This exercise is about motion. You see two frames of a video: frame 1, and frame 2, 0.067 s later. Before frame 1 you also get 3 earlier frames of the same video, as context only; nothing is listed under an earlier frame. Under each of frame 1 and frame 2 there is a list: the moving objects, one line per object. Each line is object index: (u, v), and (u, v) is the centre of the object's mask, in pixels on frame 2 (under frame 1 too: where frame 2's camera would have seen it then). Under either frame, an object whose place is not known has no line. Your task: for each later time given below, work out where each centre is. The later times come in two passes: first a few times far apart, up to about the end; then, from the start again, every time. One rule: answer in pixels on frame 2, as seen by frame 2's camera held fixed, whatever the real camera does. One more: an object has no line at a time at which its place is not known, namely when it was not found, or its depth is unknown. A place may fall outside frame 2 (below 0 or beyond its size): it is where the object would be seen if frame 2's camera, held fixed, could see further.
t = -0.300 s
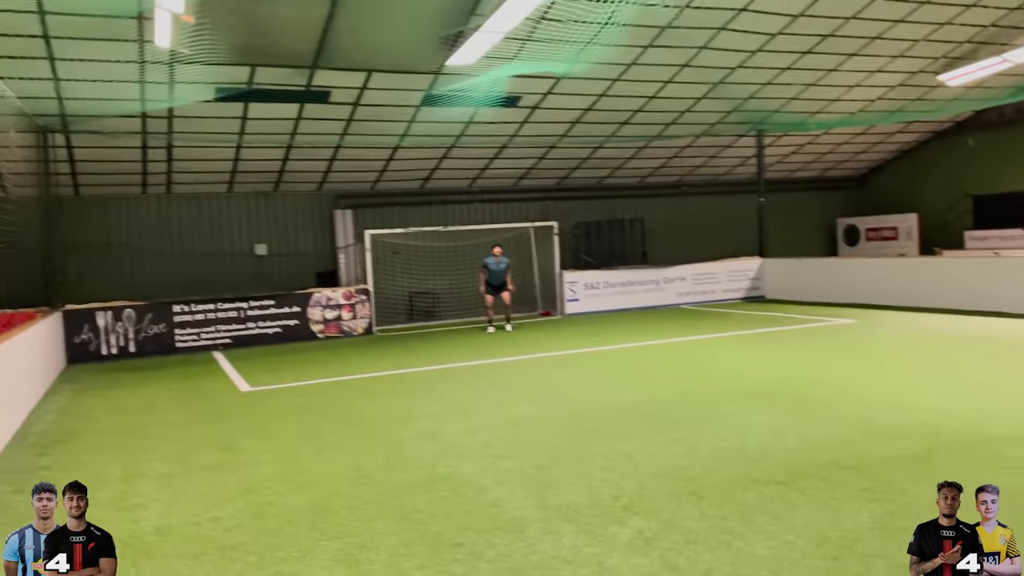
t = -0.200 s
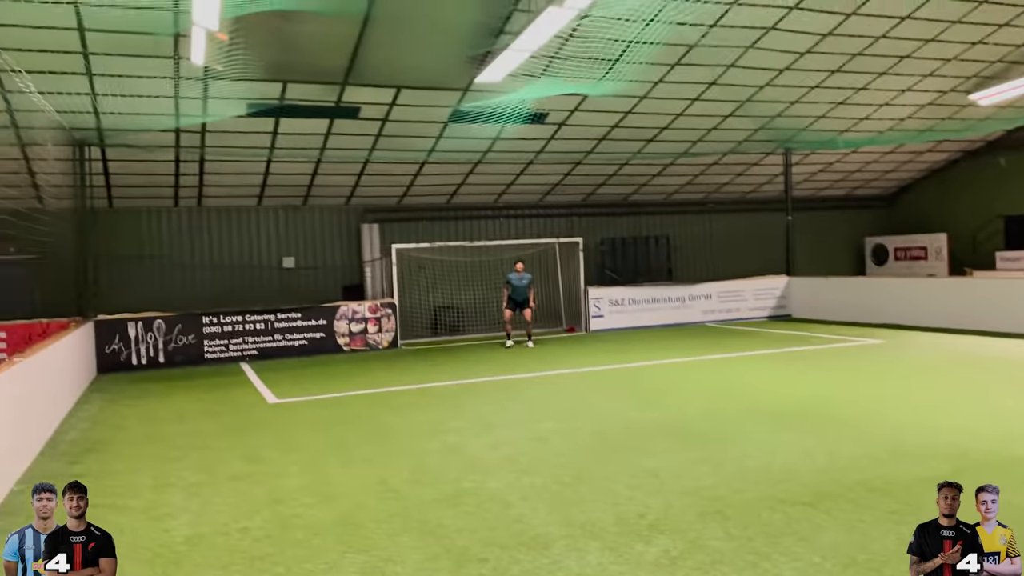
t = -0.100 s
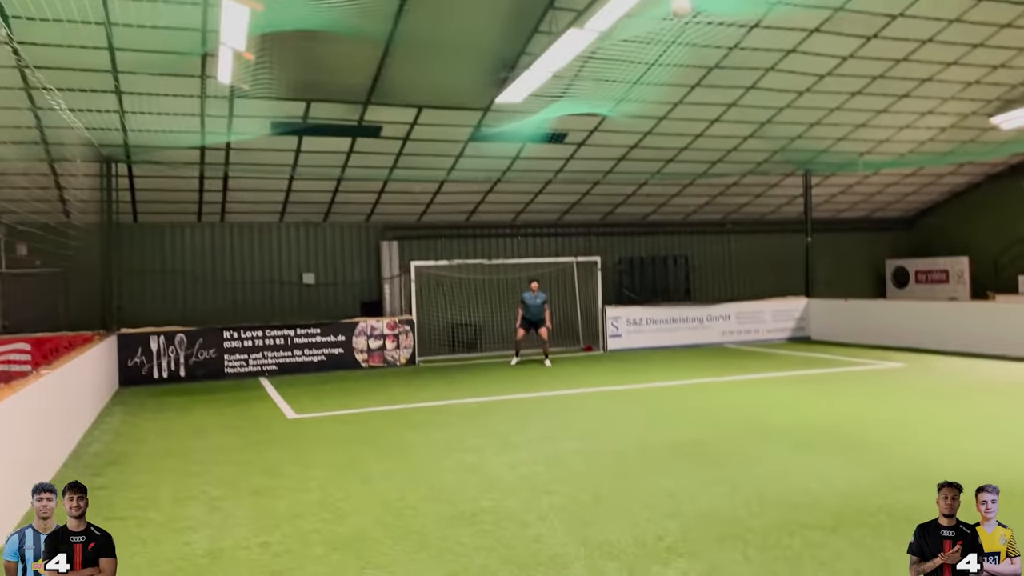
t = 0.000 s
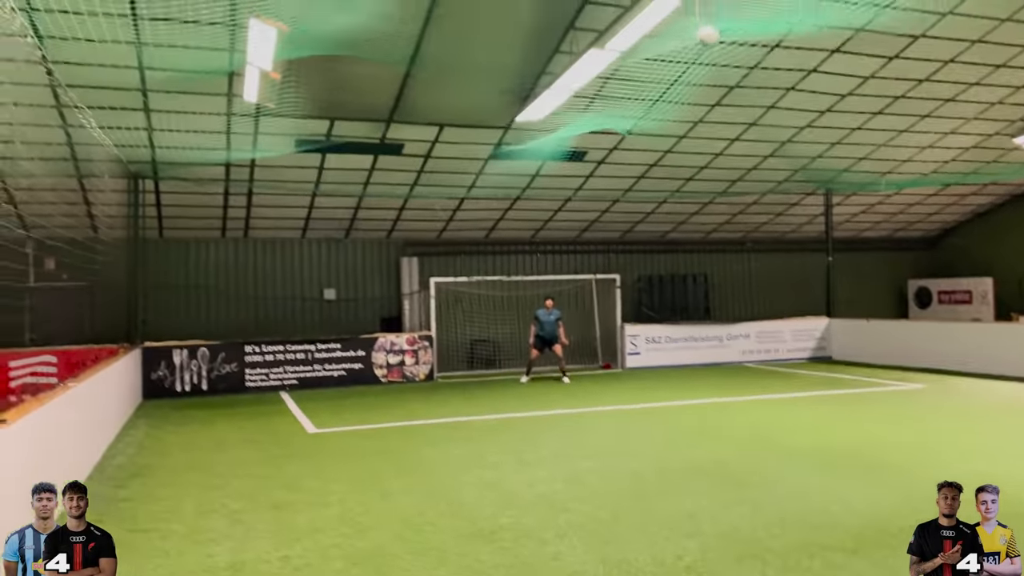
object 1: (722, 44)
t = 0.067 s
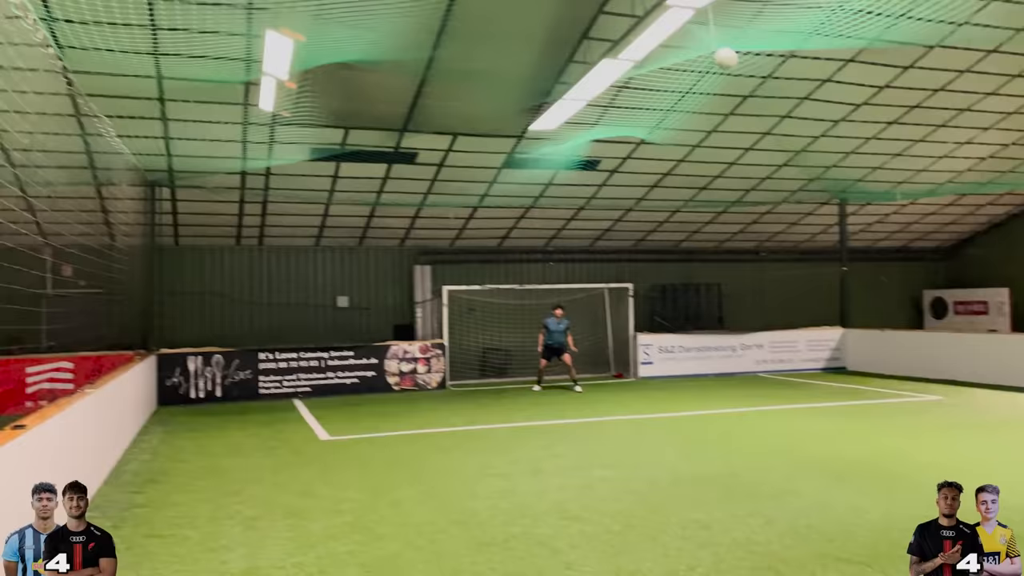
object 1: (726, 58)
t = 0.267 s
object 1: (739, 118)
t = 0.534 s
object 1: (756, 258)
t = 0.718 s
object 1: (770, 389)
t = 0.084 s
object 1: (727, 61)
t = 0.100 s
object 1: (728, 65)
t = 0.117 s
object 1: (729, 69)
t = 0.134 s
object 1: (731, 74)
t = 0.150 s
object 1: (732, 78)
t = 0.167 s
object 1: (733, 83)
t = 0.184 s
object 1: (734, 90)
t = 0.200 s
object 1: (735, 95)
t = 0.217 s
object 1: (736, 100)
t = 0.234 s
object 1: (737, 106)
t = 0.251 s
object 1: (738, 112)
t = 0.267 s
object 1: (739, 118)
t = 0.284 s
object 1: (740, 125)
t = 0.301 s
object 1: (741, 132)
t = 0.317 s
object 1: (742, 141)
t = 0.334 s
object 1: (743, 147)
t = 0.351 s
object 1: (745, 156)
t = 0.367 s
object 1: (746, 164)
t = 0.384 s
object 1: (747, 172)
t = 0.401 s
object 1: (748, 181)
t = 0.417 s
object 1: (749, 190)
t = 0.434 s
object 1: (750, 199)
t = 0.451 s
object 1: (751, 209)
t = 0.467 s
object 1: (752, 218)
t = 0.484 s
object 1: (753, 227)
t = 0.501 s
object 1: (754, 238)
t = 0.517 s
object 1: (755, 248)
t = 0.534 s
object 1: (756, 258)
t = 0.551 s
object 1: (757, 269)
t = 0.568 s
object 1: (758, 280)
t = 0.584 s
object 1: (759, 292)
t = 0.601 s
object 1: (760, 303)
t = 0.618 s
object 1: (761, 315)
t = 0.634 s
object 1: (763, 325)
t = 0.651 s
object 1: (763, 337)
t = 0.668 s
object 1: (766, 350)
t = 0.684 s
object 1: (767, 364)
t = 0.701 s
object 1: (768, 376)
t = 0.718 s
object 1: (770, 389)
